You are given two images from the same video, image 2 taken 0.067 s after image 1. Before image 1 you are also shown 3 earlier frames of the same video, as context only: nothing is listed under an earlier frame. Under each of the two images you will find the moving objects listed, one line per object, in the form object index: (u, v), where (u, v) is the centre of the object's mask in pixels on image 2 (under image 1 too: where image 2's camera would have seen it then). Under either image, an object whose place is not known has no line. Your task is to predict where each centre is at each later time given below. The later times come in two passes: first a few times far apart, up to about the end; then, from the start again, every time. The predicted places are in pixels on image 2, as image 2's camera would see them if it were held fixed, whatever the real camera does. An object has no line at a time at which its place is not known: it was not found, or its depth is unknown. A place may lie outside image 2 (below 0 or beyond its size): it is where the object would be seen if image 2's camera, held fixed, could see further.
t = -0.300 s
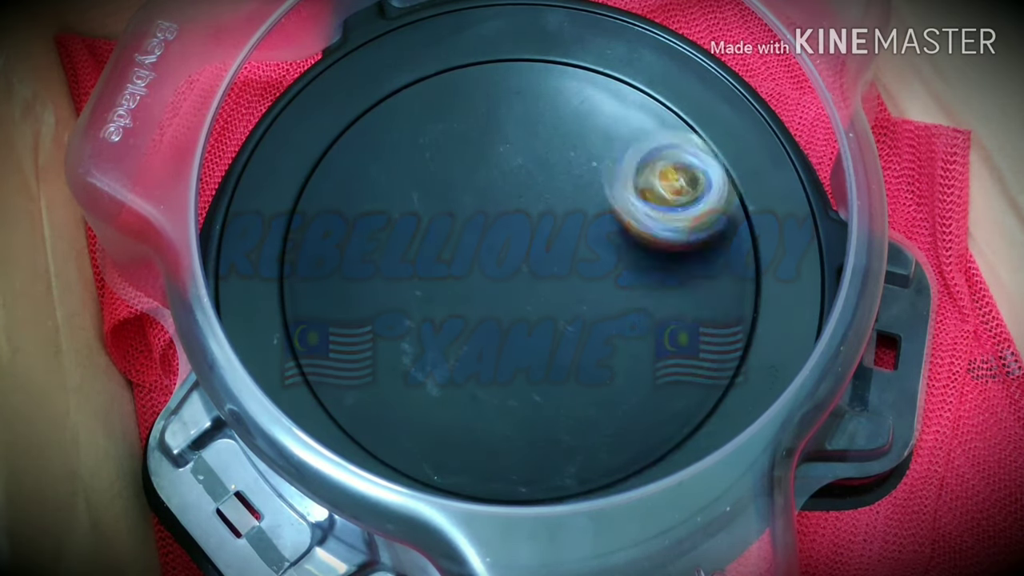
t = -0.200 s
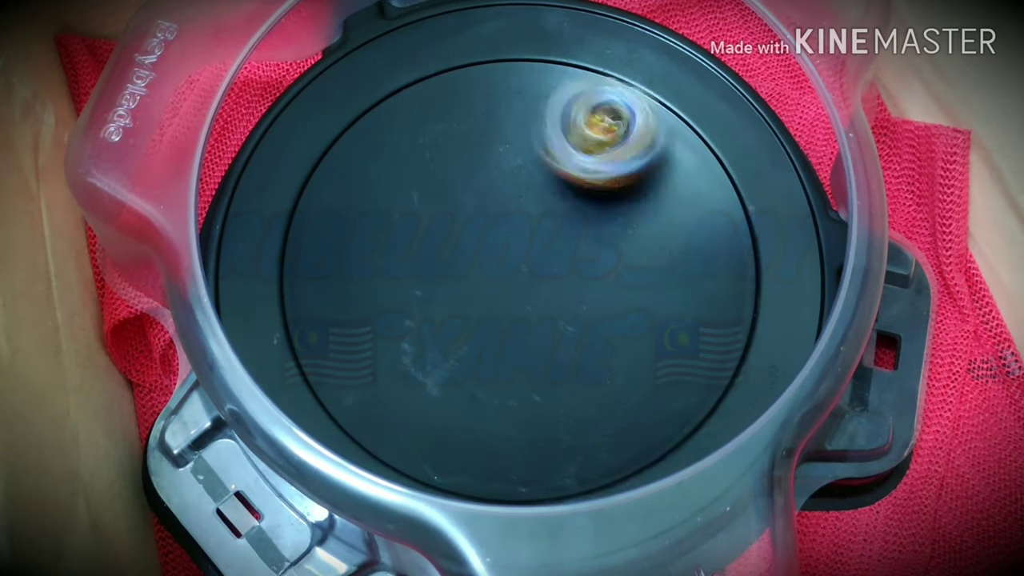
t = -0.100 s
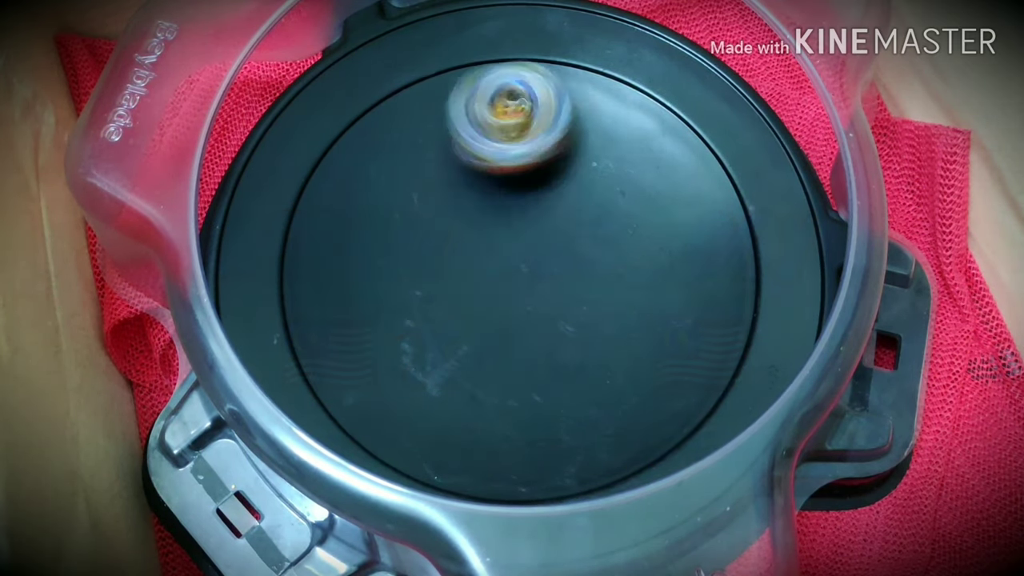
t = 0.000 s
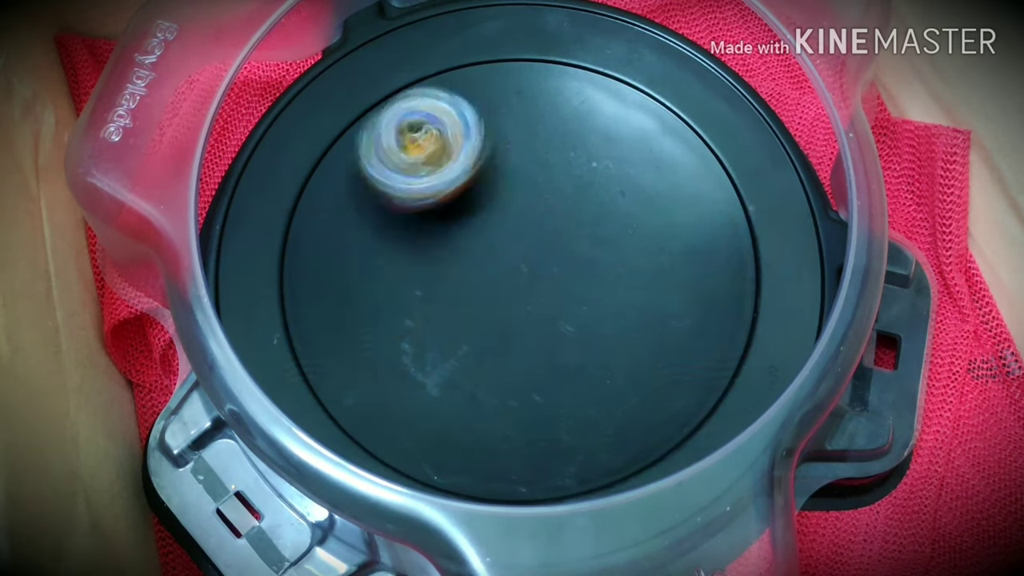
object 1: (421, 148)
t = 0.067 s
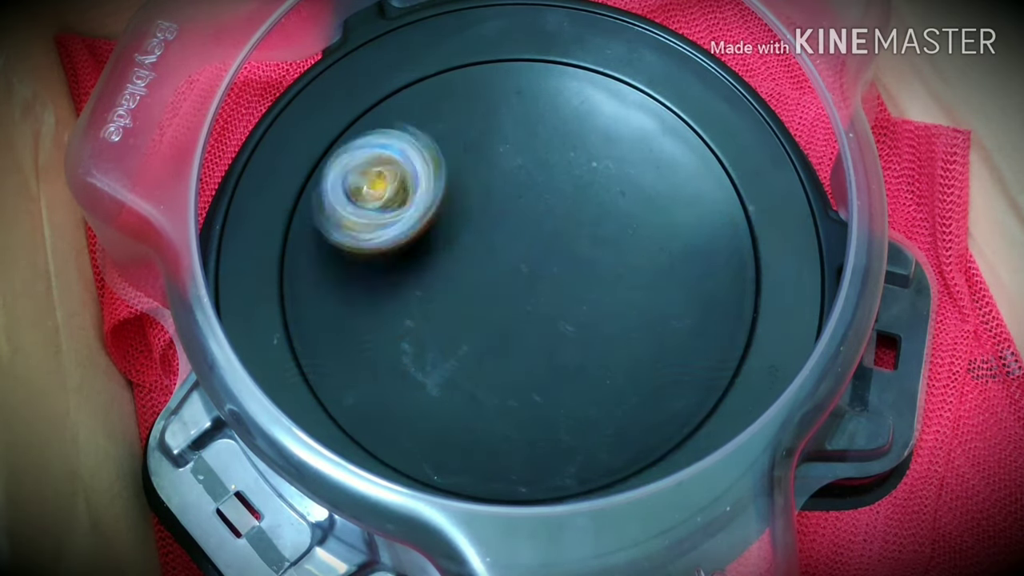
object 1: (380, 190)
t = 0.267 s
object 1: (392, 367)
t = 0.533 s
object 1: (642, 381)
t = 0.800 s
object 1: (652, 170)
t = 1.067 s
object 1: (425, 145)
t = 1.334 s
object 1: (392, 362)
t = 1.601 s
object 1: (636, 378)
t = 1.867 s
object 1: (645, 174)
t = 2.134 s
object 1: (429, 153)
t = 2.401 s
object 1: (401, 361)
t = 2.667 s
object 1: (633, 372)
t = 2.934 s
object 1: (633, 172)
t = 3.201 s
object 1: (426, 162)
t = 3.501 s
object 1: (439, 382)
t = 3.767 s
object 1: (653, 335)
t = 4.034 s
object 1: (601, 157)
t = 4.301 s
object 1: (405, 197)
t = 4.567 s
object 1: (456, 385)
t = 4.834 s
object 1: (653, 323)
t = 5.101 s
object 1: (582, 156)
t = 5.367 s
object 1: (400, 211)
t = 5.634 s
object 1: (472, 384)
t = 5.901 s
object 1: (656, 303)
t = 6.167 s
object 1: (561, 153)
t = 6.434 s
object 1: (397, 234)
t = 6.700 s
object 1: (499, 386)
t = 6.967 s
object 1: (657, 280)
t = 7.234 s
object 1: (540, 151)
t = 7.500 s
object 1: (393, 254)
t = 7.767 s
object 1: (519, 384)
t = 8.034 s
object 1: (650, 264)
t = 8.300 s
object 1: (520, 152)
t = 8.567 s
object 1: (398, 271)
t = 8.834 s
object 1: (540, 378)
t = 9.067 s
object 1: (643, 270)
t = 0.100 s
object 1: (364, 217)
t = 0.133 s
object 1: (356, 247)
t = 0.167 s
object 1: (355, 278)
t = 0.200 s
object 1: (358, 309)
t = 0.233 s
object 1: (372, 340)
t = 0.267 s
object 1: (392, 367)
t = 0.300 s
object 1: (413, 389)
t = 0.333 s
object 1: (447, 407)
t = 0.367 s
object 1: (478, 418)
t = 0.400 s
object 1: (512, 425)
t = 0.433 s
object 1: (548, 423)
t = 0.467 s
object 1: (582, 412)
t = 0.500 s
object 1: (613, 400)
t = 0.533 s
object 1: (642, 381)
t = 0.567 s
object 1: (660, 357)
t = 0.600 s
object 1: (678, 329)
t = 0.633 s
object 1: (689, 300)
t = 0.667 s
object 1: (693, 272)
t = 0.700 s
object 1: (690, 245)
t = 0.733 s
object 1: (681, 218)
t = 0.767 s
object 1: (668, 190)
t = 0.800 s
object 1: (652, 170)
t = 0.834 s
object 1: (624, 149)
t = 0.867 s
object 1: (599, 134)
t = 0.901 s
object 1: (569, 122)
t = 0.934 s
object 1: (541, 117)
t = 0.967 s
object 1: (511, 117)
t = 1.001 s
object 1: (479, 122)
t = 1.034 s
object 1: (451, 131)
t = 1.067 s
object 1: (425, 145)
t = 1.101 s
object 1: (402, 165)
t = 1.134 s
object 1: (382, 189)
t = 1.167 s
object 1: (367, 213)
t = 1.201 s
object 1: (361, 244)
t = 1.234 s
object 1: (358, 274)
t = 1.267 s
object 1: (362, 306)
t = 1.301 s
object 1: (375, 335)
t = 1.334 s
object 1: (392, 362)
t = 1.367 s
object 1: (416, 385)
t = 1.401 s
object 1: (447, 402)
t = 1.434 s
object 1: (478, 413)
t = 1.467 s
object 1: (512, 420)
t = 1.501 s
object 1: (544, 420)
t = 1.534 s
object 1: (578, 410)
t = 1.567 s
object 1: (606, 395)
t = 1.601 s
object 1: (636, 378)
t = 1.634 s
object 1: (659, 356)
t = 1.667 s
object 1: (672, 331)
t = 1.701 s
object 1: (682, 303)
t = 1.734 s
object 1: (685, 273)
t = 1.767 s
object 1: (686, 244)
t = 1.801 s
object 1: (679, 218)
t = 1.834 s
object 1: (665, 195)
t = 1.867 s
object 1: (645, 174)
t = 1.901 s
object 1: (621, 154)
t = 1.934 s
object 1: (596, 141)
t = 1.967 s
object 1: (567, 129)
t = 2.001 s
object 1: (538, 125)
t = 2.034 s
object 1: (510, 124)
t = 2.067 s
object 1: (480, 128)
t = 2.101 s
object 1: (453, 139)
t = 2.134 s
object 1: (429, 153)
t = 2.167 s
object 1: (406, 173)
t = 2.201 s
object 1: (386, 196)
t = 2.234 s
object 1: (373, 222)
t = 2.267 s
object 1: (368, 250)
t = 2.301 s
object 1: (365, 279)
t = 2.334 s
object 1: (370, 309)
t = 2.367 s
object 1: (383, 337)
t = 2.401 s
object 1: (401, 361)
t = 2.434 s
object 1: (425, 383)
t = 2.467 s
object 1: (451, 400)
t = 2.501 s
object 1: (484, 409)
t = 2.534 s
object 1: (517, 412)
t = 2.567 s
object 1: (550, 410)
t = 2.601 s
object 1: (583, 403)
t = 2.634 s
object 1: (609, 391)
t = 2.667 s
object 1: (633, 372)
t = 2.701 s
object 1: (652, 346)
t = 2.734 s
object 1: (669, 320)
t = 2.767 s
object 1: (678, 293)
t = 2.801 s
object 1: (682, 267)
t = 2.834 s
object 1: (678, 241)
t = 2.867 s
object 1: (667, 217)
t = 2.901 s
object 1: (653, 193)
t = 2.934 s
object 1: (633, 172)
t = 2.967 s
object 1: (612, 154)
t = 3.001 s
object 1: (587, 141)
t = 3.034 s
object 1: (560, 133)
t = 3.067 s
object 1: (530, 128)
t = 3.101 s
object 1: (501, 130)
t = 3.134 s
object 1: (474, 135)
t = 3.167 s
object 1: (447, 147)
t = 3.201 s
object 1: (426, 162)
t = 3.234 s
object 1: (404, 182)
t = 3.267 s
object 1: (387, 206)
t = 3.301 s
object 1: (376, 231)
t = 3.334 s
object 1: (371, 257)
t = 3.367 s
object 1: (374, 283)
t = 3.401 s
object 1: (380, 315)
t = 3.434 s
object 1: (393, 343)
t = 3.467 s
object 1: (414, 364)
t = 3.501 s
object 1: (439, 382)
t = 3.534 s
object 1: (467, 396)
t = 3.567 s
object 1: (496, 405)
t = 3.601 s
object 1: (528, 408)
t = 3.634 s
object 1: (556, 404)
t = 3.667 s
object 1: (585, 393)
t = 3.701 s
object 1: (612, 375)
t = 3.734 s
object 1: (634, 358)
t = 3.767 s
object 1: (653, 335)
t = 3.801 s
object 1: (666, 311)
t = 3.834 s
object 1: (673, 286)
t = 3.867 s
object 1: (672, 262)
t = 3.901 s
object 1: (667, 237)
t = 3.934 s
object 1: (655, 212)
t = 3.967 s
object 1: (642, 191)
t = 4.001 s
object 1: (623, 172)
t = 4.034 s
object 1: (601, 157)
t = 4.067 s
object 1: (576, 145)
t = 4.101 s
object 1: (549, 139)
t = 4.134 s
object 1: (521, 138)
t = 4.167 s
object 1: (493, 141)
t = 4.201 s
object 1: (469, 147)
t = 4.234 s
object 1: (443, 159)
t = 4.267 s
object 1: (423, 177)
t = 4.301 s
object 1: (405, 197)
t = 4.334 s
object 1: (393, 221)
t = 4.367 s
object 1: (383, 246)
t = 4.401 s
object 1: (381, 273)
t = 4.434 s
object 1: (384, 299)
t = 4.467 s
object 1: (394, 326)
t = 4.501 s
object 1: (412, 349)
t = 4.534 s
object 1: (431, 369)
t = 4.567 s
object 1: (456, 385)
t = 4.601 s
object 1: (482, 397)
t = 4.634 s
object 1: (510, 401)
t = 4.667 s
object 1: (542, 397)
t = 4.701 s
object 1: (569, 391)
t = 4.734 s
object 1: (595, 378)
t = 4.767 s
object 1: (621, 363)
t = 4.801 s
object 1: (640, 344)
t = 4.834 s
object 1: (653, 323)
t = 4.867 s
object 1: (663, 299)
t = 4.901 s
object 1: (664, 275)
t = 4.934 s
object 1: (663, 251)
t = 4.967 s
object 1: (654, 228)
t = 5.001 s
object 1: (642, 205)
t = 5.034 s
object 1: (624, 186)
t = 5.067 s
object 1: (606, 169)
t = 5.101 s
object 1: (582, 156)
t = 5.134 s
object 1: (559, 148)
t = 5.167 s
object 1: (533, 143)
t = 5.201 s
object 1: (508, 145)
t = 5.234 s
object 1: (481, 149)
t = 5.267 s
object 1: (458, 160)
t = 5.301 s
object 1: (435, 172)
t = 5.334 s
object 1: (414, 190)
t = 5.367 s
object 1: (400, 211)
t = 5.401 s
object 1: (390, 235)
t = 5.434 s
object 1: (387, 257)
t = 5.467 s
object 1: (387, 282)
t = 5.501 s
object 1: (395, 311)
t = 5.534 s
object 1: (406, 335)
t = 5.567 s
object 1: (424, 356)
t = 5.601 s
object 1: (444, 372)
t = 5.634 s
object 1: (472, 384)
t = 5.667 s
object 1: (501, 389)
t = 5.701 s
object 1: (529, 391)
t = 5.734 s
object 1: (560, 385)
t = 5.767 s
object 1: (586, 377)
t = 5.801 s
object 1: (605, 364)
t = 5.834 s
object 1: (631, 347)
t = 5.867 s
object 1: (646, 325)
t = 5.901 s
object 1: (656, 303)
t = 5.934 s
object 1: (661, 278)
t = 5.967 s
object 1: (659, 255)
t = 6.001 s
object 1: (653, 231)
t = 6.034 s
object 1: (641, 211)
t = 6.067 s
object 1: (627, 191)
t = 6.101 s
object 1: (607, 175)
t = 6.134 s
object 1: (584, 162)
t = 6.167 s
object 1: (561, 153)
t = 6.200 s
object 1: (536, 147)
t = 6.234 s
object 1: (510, 147)
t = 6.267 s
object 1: (486, 151)
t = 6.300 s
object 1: (461, 160)
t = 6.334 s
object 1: (441, 173)
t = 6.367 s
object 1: (422, 190)
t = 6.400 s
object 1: (408, 211)
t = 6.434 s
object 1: (397, 234)
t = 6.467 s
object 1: (392, 259)
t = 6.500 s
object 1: (391, 284)
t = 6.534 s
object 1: (397, 310)
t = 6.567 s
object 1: (407, 333)
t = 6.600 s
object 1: (424, 353)
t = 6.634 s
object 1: (448, 368)
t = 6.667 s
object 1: (471, 380)
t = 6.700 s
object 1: (499, 386)
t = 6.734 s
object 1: (528, 388)
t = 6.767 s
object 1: (555, 384)
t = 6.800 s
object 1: (581, 377)
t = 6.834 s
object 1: (603, 362)
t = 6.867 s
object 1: (625, 347)
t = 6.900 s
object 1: (639, 326)
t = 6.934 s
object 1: (650, 305)
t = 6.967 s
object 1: (657, 280)
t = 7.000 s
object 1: (656, 258)
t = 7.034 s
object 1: (651, 234)
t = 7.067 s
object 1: (640, 214)
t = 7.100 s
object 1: (626, 194)
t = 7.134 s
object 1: (609, 179)
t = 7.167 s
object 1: (588, 165)
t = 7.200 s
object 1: (563, 157)
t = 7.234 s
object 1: (540, 151)
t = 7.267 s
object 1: (516, 151)
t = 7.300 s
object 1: (490, 154)
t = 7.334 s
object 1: (468, 162)
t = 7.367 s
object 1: (445, 173)
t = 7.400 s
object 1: (426, 190)
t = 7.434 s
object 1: (411, 208)
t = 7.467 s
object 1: (399, 230)
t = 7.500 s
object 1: (393, 254)
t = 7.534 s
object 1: (392, 278)
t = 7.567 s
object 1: (396, 302)
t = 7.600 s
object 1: (406, 326)
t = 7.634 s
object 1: (424, 345)
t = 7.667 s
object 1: (442, 361)
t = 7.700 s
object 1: (468, 374)
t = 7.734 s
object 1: (493, 382)
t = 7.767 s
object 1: (519, 384)
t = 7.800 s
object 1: (547, 383)
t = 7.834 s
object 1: (573, 375)
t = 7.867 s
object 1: (594, 365)
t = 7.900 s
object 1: (615, 348)
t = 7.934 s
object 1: (632, 329)
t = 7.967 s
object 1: (642, 308)
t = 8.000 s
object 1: (649, 287)
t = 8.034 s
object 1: (650, 264)
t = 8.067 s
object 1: (648, 243)
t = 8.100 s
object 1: (639, 222)
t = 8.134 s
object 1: (627, 202)
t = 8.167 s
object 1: (610, 186)
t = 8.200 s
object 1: (591, 172)
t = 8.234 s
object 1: (568, 162)
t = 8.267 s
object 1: (545, 155)
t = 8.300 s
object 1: (520, 152)
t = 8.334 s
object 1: (498, 156)
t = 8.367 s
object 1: (474, 163)
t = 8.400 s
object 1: (453, 172)
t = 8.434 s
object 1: (434, 187)
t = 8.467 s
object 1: (418, 205)
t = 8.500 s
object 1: (406, 226)
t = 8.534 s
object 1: (401, 248)
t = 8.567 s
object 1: (398, 271)
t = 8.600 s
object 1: (403, 295)
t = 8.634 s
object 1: (411, 318)
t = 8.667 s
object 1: (427, 337)
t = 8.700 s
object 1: (444, 354)
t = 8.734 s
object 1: (467, 366)
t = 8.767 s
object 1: (489, 376)
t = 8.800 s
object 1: (517, 378)
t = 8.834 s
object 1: (540, 378)
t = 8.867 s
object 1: (564, 372)
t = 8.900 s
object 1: (589, 362)
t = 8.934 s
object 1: (606, 348)
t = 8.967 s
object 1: (623, 333)
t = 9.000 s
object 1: (634, 312)
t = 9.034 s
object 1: (642, 292)
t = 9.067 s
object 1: (643, 270)
